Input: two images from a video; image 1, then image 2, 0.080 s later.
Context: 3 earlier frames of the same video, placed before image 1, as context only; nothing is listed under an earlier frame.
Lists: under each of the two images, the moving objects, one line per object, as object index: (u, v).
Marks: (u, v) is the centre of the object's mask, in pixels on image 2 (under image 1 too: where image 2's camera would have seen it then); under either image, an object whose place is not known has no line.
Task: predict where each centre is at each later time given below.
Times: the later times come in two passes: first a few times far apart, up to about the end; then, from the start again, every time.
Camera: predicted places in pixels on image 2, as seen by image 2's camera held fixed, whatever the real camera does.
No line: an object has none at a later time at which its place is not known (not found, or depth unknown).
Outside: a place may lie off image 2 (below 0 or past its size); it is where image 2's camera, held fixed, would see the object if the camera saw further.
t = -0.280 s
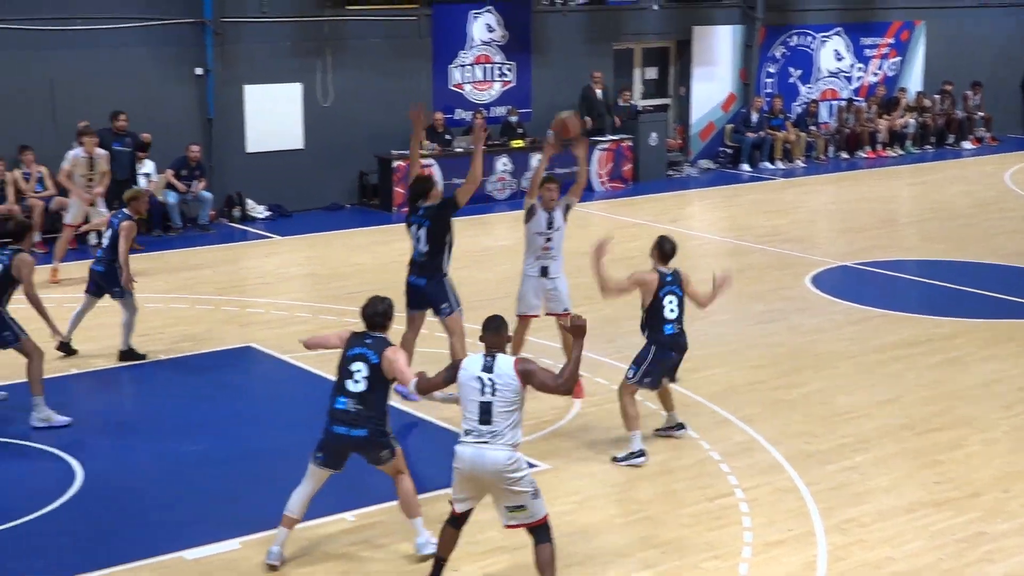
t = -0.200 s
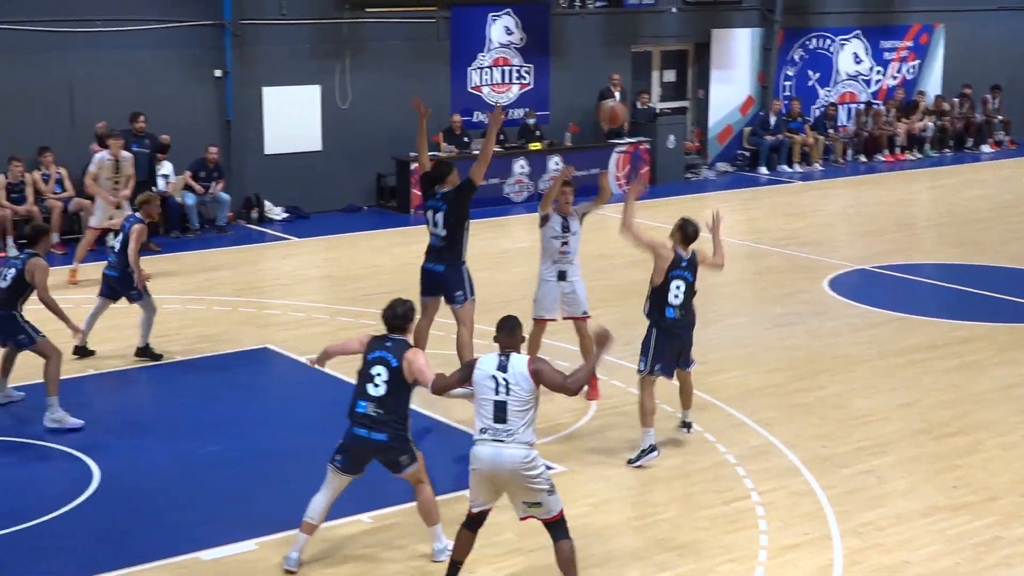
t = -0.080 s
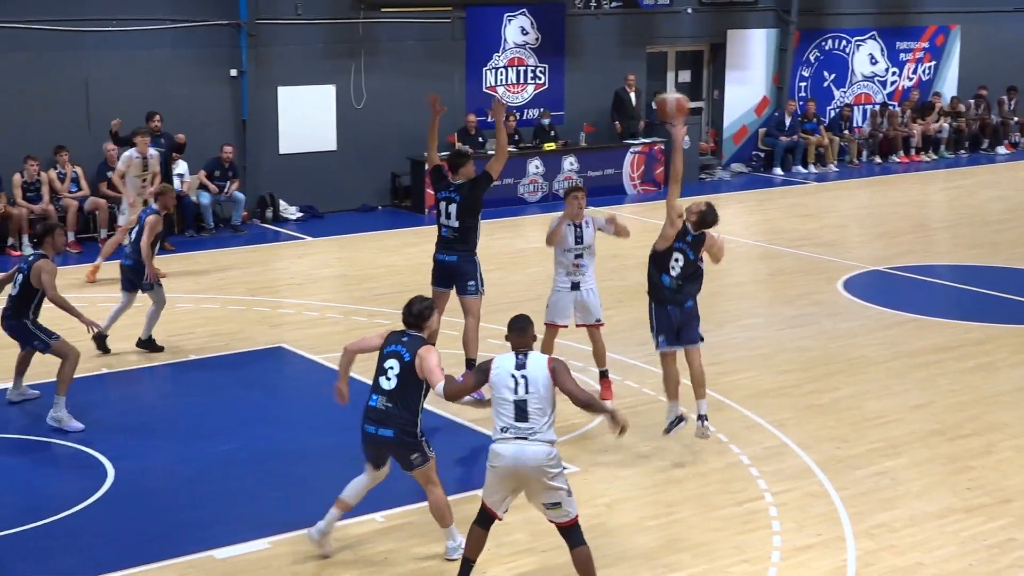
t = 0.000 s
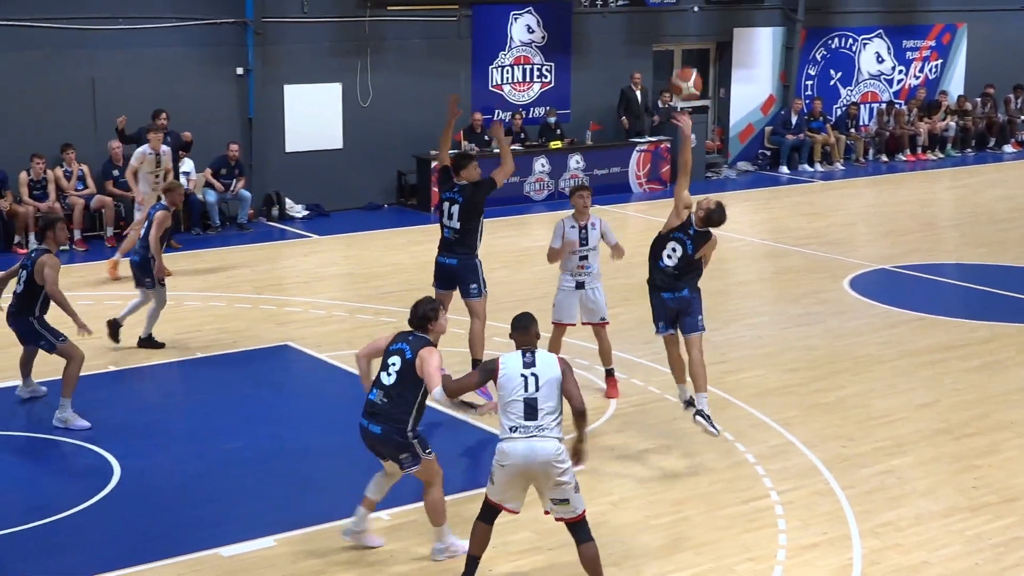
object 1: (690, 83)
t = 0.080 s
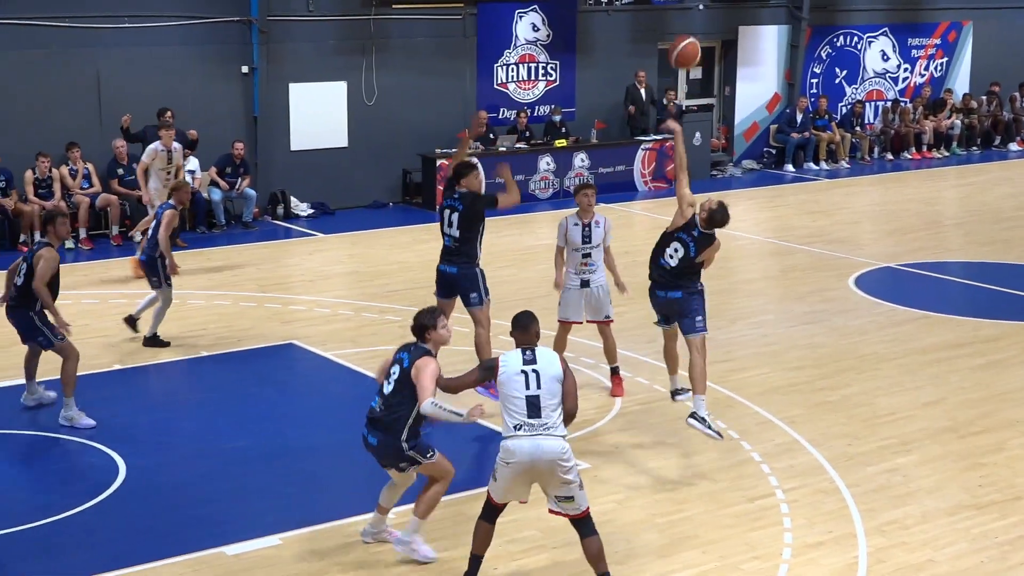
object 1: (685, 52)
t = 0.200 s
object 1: (676, 25)
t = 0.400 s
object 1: (653, 20)
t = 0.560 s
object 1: (634, 51)
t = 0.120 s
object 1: (682, 41)
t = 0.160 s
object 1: (679, 31)
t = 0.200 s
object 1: (676, 25)
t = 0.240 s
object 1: (672, 20)
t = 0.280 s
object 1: (668, 17)
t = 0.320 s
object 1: (664, 18)
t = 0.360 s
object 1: (659, 19)
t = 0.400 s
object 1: (653, 20)
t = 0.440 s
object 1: (649, 23)
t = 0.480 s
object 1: (644, 30)
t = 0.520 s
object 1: (638, 39)
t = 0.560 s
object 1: (634, 51)
